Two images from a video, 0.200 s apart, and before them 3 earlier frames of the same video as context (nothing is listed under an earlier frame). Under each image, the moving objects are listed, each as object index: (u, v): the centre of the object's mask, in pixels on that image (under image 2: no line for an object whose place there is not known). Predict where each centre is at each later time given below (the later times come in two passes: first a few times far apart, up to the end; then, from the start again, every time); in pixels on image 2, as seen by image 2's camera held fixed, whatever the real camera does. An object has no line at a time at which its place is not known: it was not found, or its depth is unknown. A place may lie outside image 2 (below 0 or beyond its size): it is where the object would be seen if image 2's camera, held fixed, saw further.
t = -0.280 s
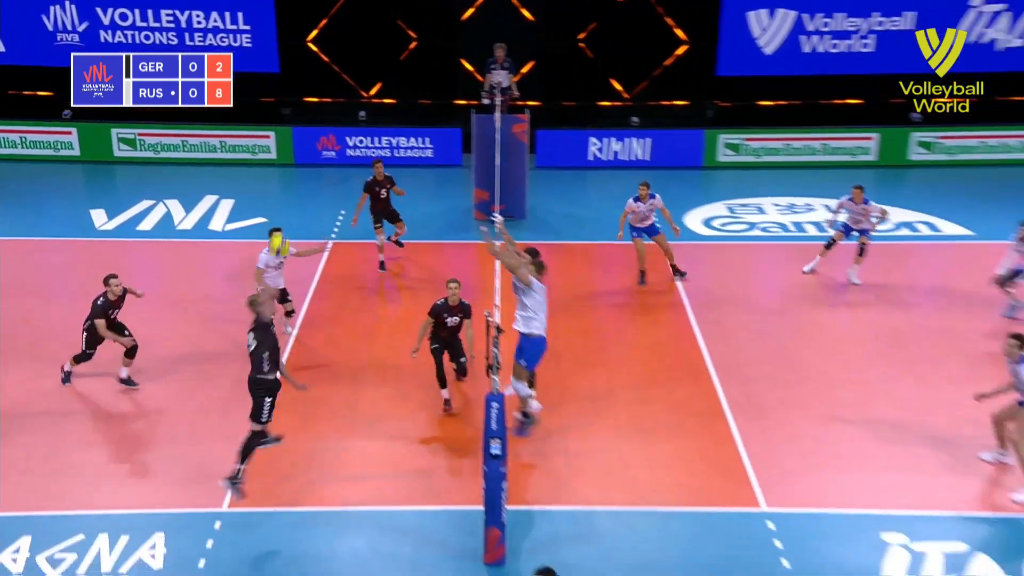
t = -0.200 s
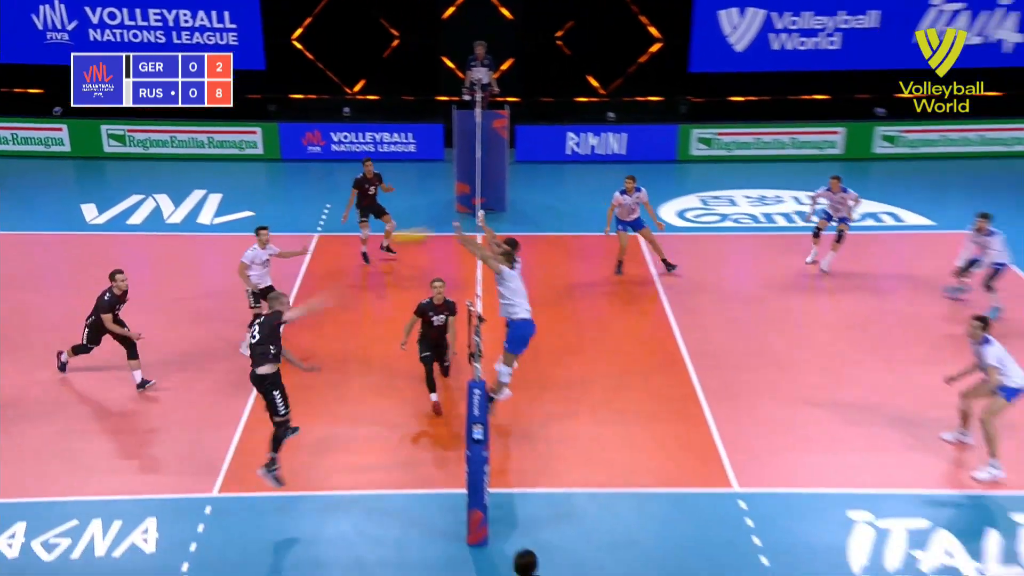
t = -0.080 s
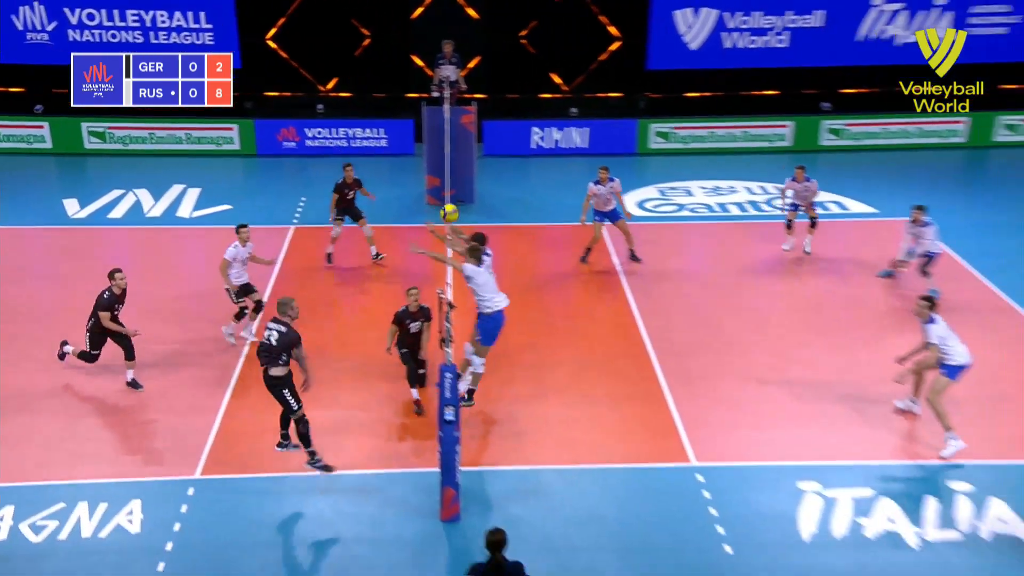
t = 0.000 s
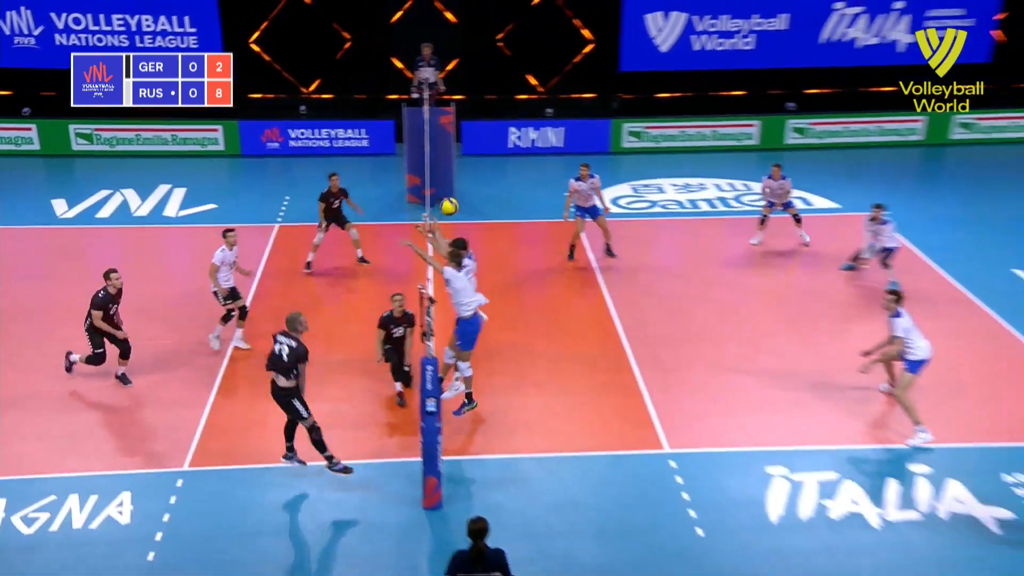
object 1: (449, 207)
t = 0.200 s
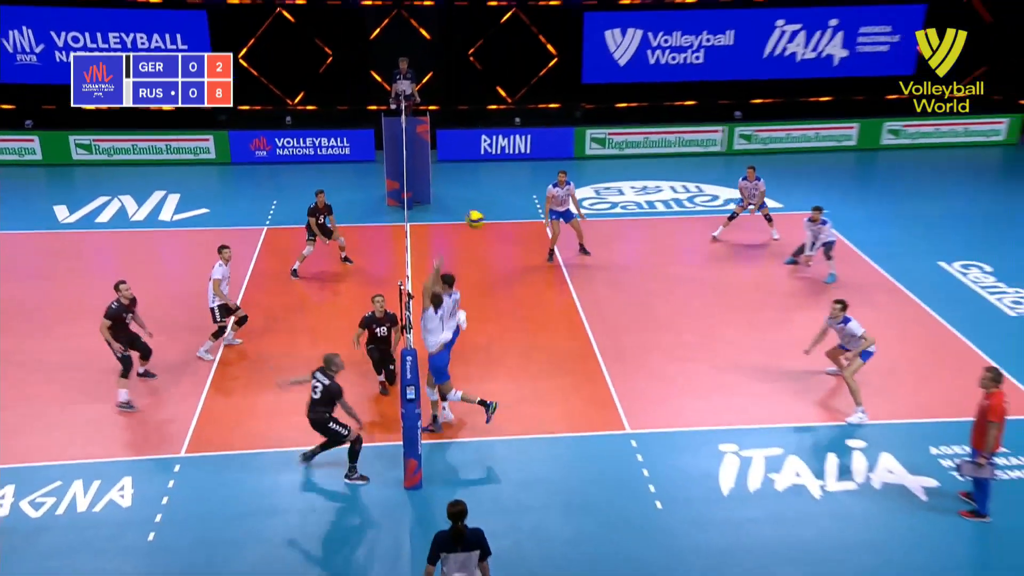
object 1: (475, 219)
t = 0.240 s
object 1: (485, 225)
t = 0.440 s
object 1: (537, 273)
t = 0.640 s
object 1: (589, 351)
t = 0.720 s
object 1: (611, 393)
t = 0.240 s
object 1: (485, 225)
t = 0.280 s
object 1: (495, 232)
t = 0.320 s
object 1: (506, 241)
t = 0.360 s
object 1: (515, 249)
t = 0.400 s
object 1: (526, 260)
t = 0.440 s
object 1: (537, 273)
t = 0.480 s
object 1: (548, 285)
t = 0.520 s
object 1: (558, 300)
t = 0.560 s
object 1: (569, 316)
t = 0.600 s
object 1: (579, 334)
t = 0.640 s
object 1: (589, 351)
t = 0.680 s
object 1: (600, 371)
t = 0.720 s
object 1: (611, 393)
